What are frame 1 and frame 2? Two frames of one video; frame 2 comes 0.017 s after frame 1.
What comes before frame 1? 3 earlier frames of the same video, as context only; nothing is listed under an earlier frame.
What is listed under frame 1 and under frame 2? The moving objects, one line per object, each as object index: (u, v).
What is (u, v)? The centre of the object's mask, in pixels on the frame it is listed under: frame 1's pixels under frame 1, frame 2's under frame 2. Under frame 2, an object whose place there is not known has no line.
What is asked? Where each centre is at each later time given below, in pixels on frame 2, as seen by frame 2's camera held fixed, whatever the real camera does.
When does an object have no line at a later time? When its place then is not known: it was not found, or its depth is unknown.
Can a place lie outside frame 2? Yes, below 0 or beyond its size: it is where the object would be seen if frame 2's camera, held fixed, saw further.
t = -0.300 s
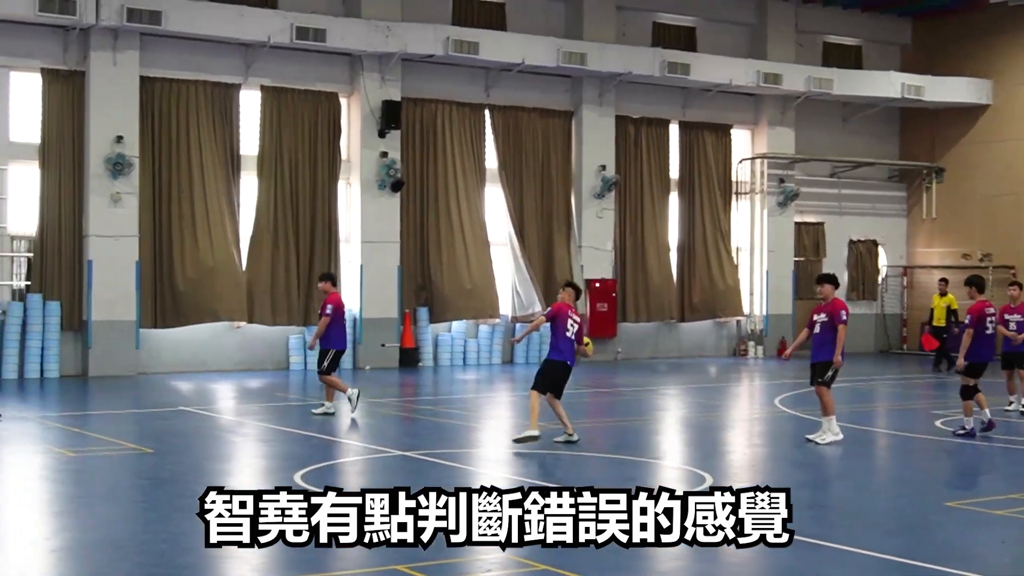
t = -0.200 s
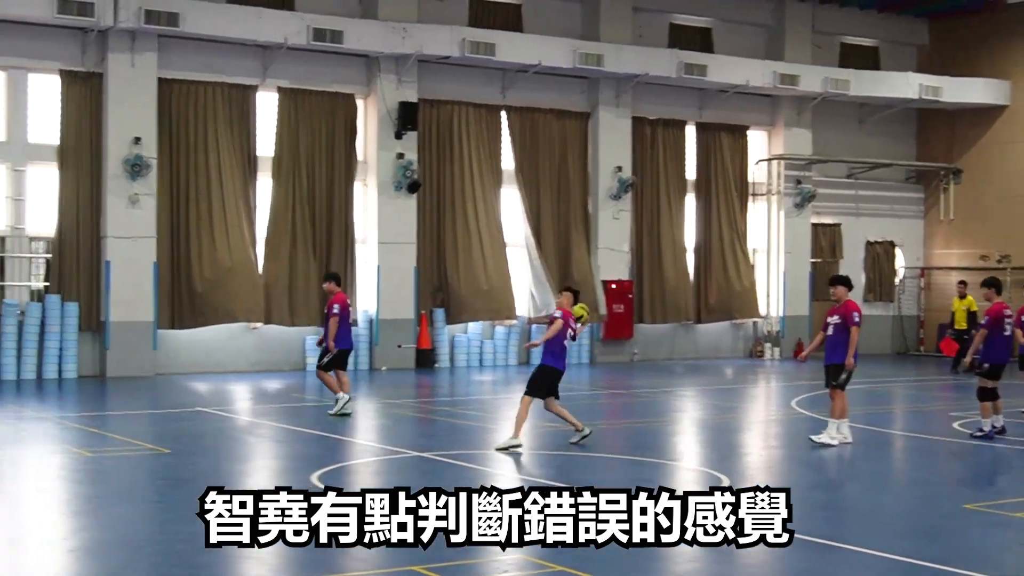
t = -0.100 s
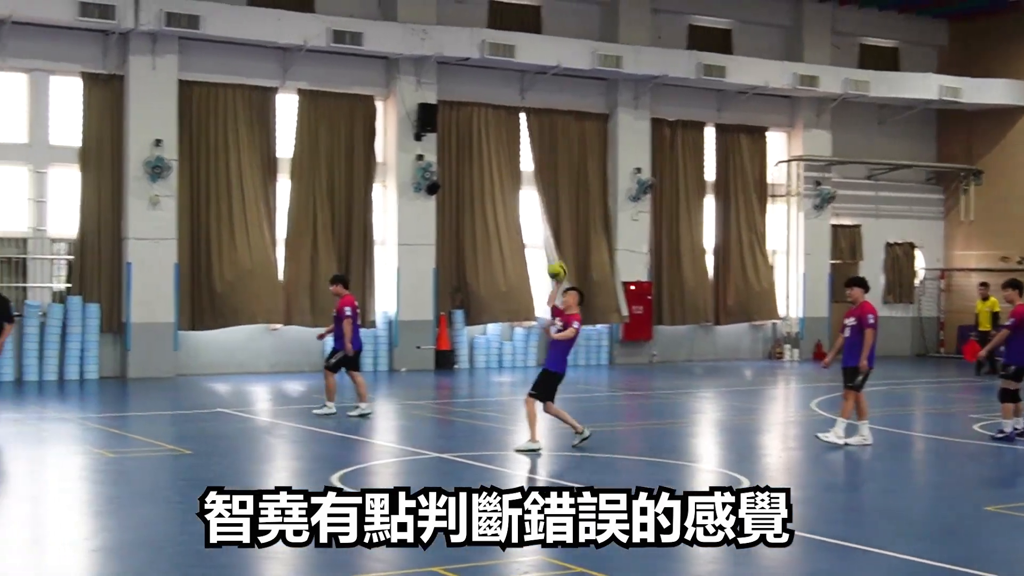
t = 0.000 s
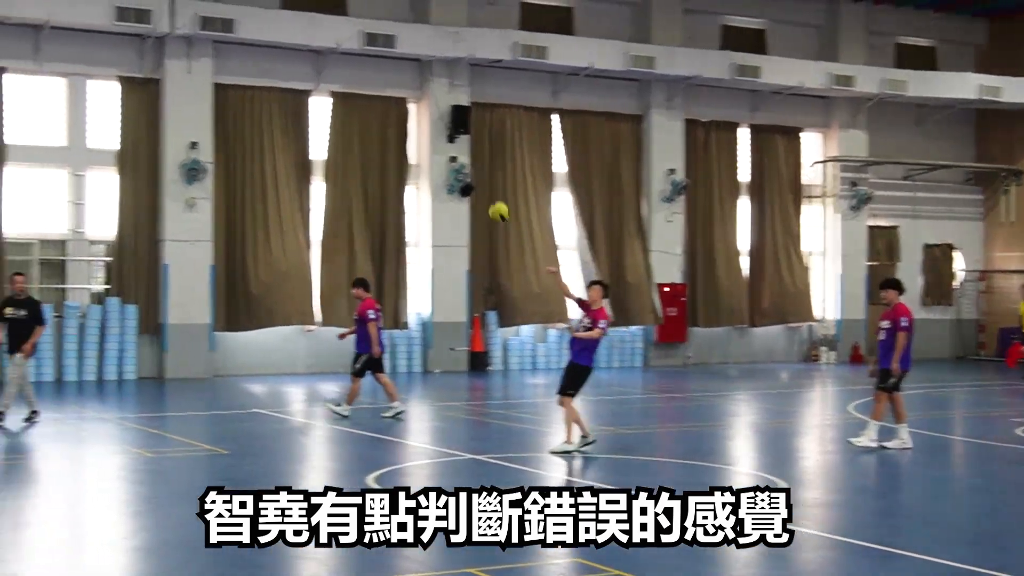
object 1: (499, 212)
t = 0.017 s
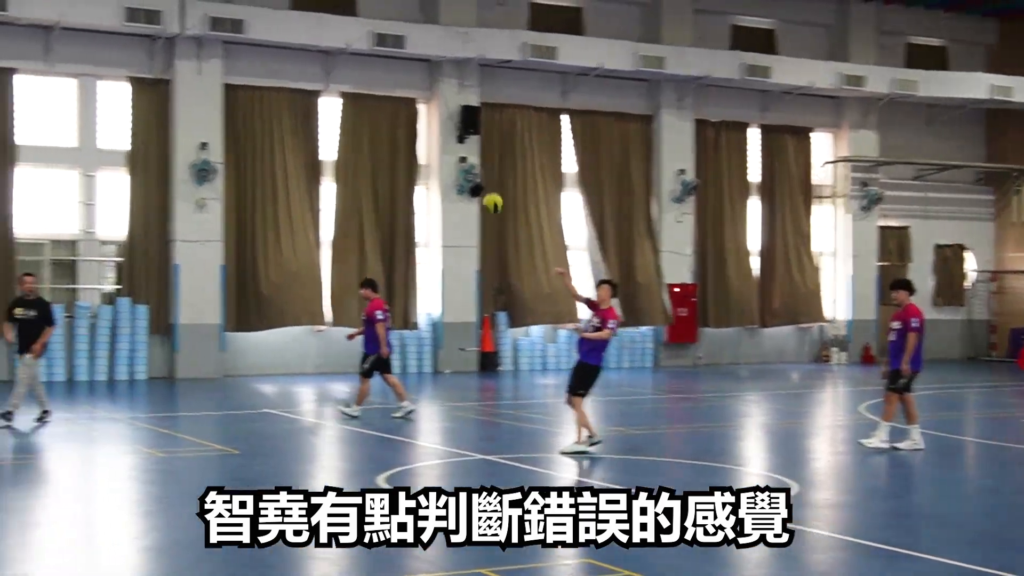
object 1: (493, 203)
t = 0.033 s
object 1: (476, 194)
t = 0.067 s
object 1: (443, 176)
